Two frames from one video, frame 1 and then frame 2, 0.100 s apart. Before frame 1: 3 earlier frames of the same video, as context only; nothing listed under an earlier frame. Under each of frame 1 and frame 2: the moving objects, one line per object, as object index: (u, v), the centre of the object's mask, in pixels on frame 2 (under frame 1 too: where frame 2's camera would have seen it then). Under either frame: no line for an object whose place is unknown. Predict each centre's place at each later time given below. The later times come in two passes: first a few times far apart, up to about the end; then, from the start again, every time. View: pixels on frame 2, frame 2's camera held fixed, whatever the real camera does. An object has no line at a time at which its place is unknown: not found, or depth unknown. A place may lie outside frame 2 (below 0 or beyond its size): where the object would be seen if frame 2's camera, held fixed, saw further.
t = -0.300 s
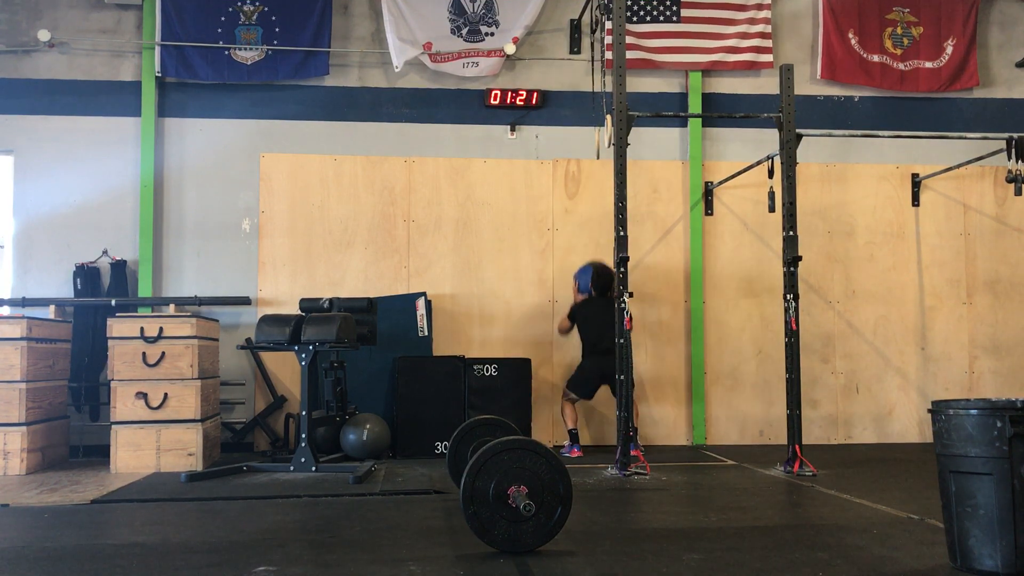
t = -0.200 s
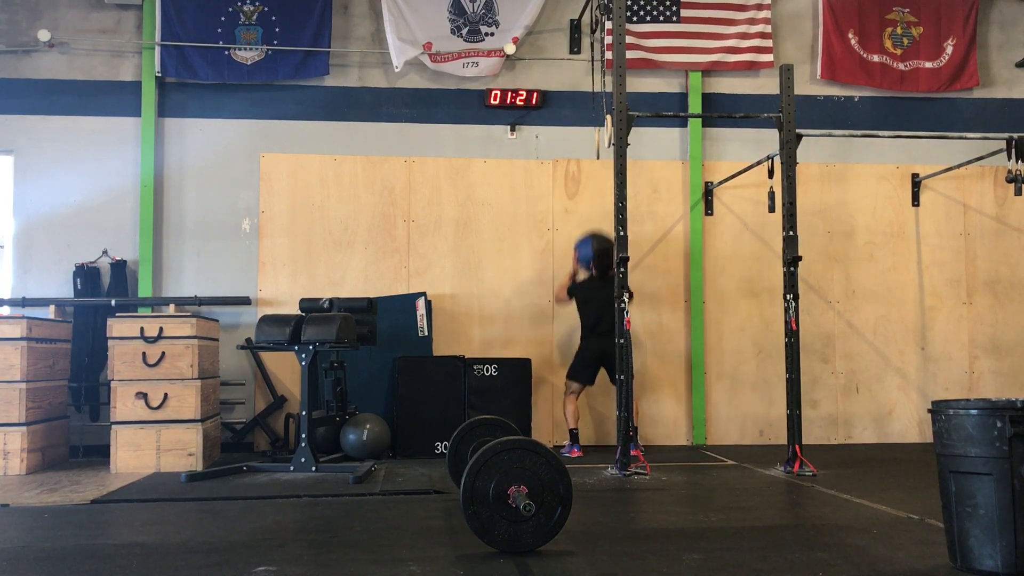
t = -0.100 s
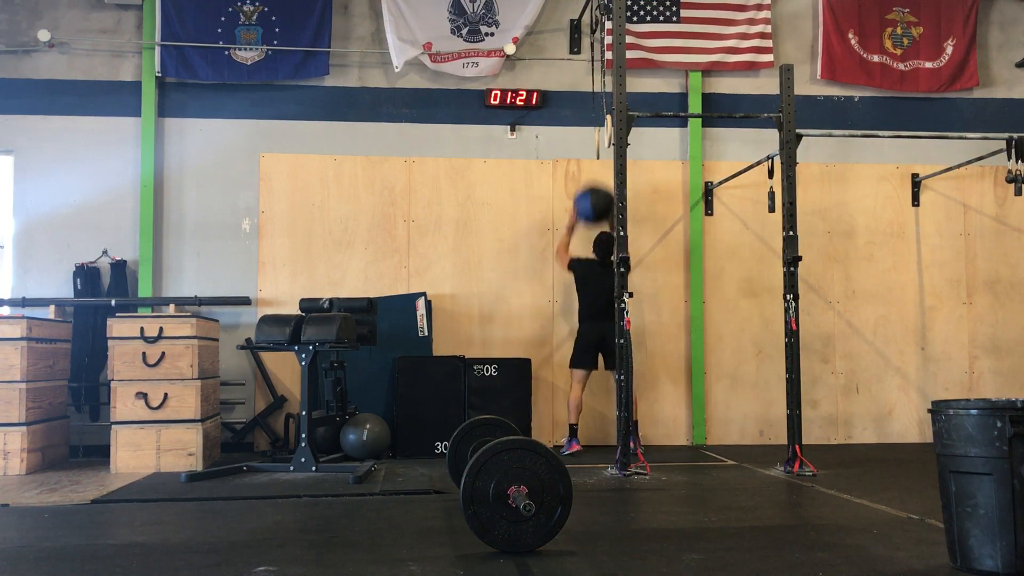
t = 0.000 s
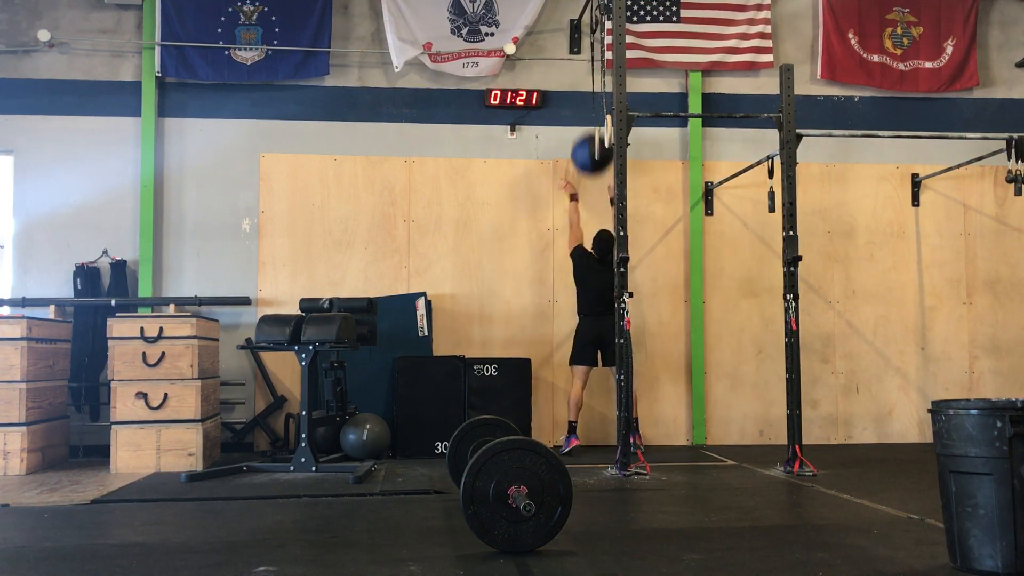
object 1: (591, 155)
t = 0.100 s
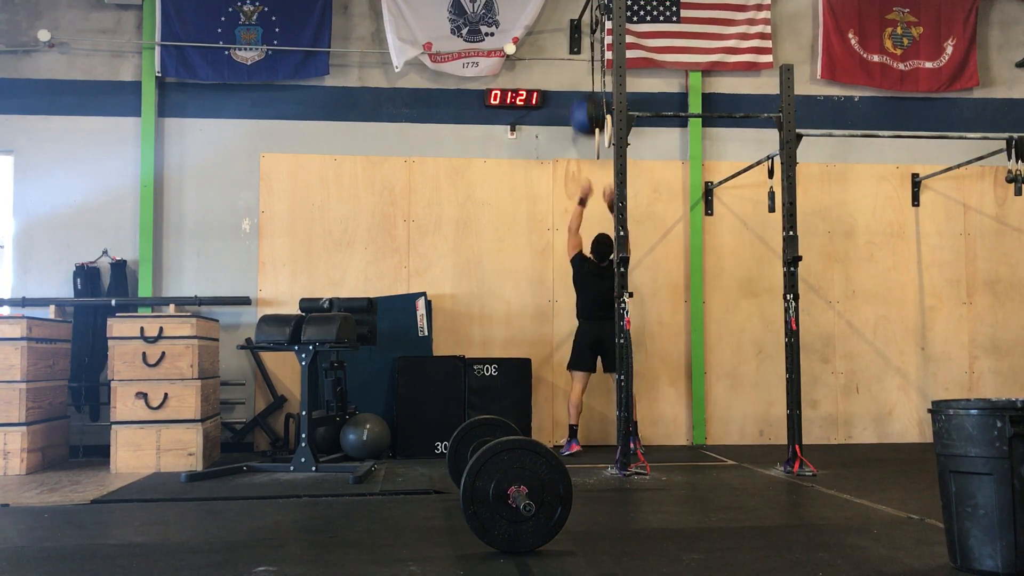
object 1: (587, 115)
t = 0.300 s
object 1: (587, 74)
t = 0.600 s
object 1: (586, 91)
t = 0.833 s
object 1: (590, 175)
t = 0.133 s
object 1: (587, 105)
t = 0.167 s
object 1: (587, 96)
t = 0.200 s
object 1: (586, 88)
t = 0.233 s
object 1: (587, 81)
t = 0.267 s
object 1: (587, 77)
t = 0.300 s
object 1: (587, 74)
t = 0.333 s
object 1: (586, 72)
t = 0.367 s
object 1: (587, 71)
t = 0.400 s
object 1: (587, 70)
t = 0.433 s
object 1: (587, 71)
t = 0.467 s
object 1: (587, 72)
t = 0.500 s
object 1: (588, 75)
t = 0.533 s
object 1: (588, 79)
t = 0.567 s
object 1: (585, 84)
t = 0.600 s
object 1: (586, 91)
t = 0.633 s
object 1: (586, 100)
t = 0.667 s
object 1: (585, 109)
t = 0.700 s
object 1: (586, 119)
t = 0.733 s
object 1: (587, 130)
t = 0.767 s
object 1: (587, 146)
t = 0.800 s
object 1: (589, 159)
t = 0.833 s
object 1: (590, 175)
